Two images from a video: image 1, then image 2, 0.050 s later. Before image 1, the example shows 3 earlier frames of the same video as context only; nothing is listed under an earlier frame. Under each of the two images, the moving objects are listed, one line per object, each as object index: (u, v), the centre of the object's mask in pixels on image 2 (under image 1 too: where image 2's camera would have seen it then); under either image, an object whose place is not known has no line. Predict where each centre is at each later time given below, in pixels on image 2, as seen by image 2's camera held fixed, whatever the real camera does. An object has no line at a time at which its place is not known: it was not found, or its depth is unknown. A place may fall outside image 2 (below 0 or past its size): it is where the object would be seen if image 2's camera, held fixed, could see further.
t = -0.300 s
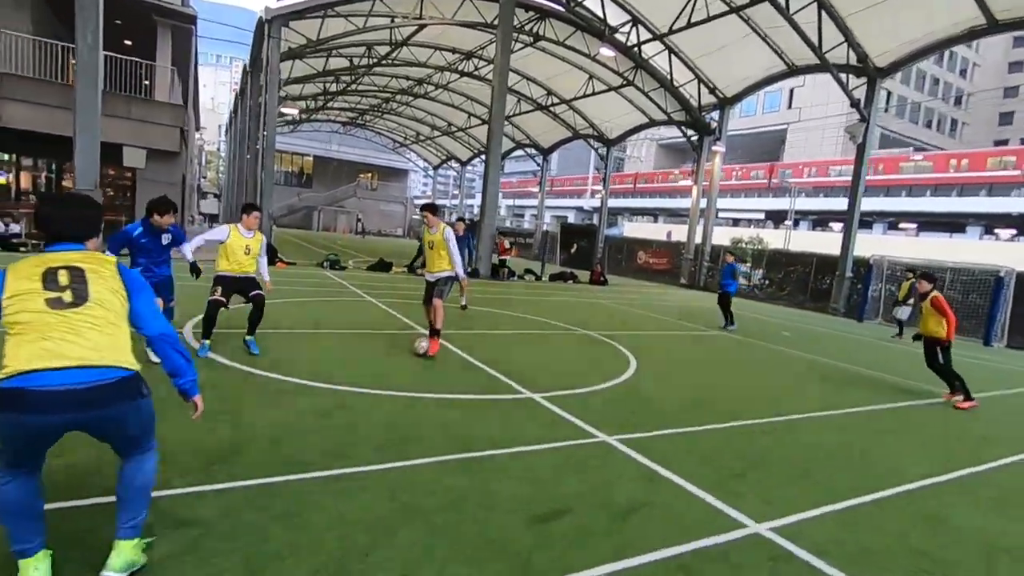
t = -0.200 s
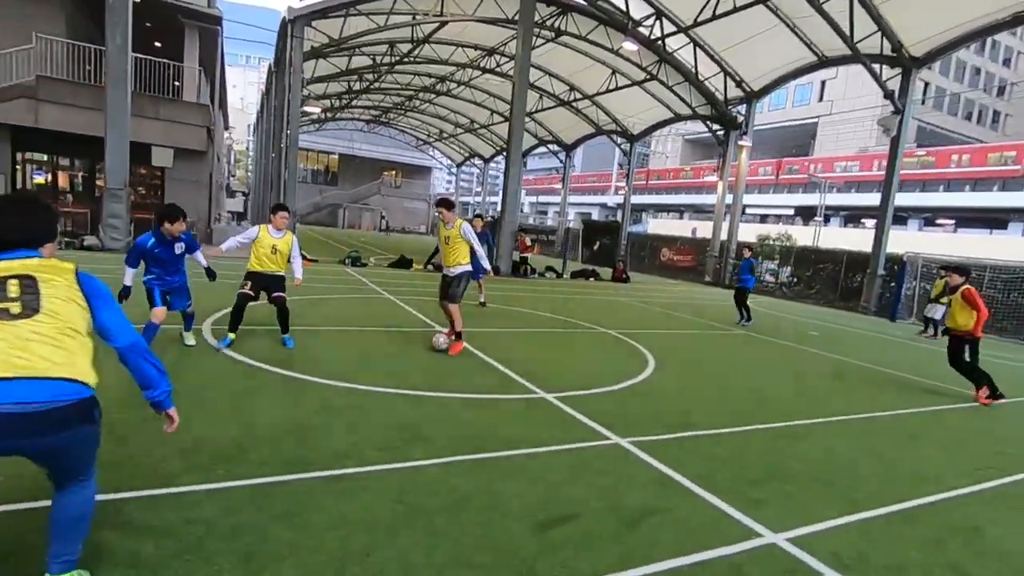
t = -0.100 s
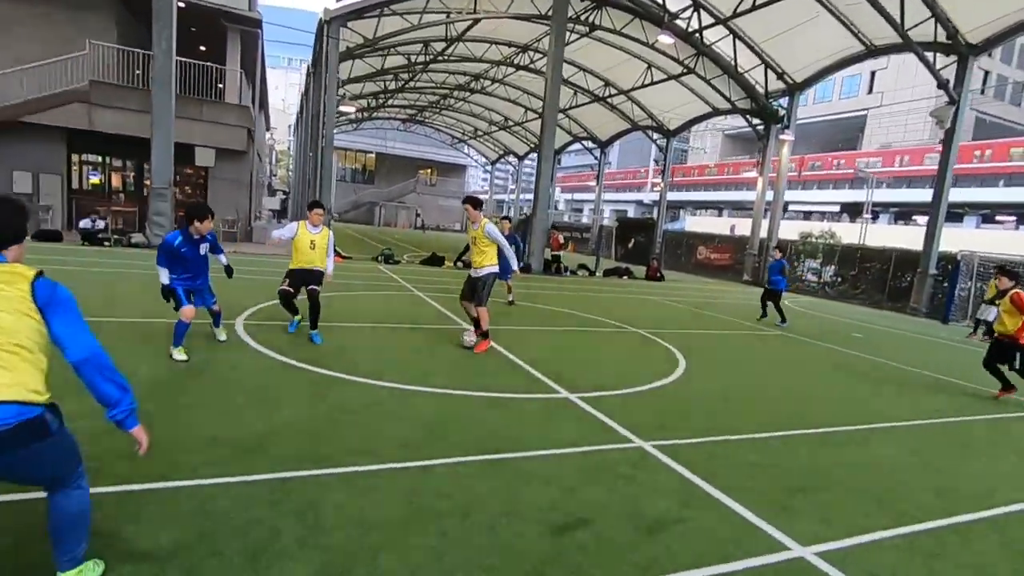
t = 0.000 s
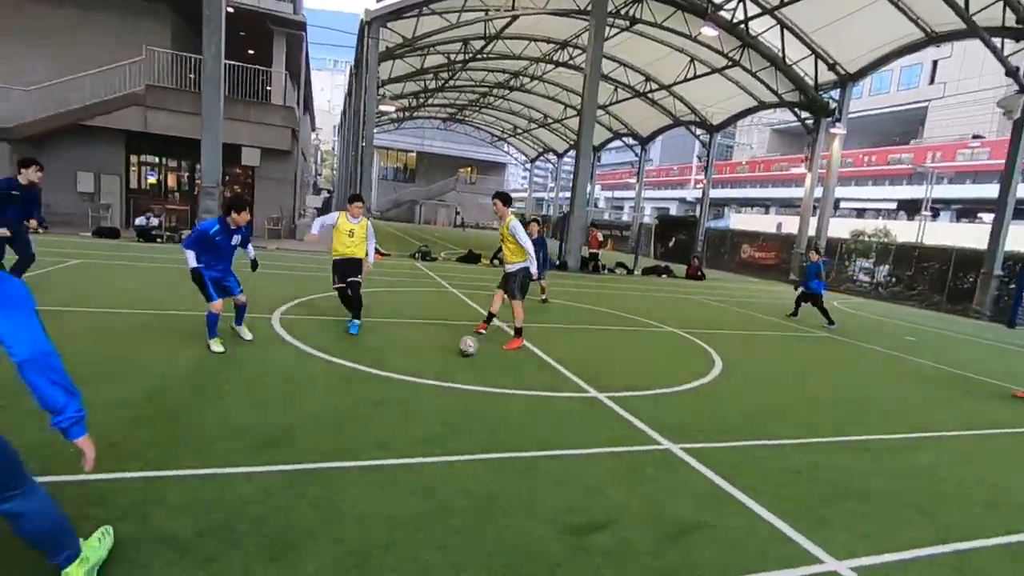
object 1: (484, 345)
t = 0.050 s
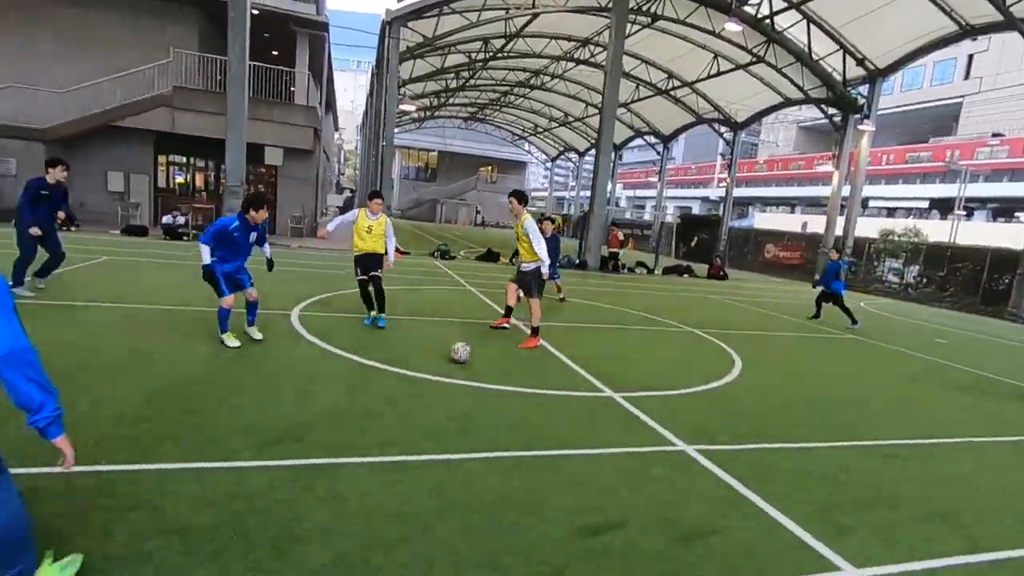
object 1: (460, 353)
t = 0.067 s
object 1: (451, 356)
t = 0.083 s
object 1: (443, 358)
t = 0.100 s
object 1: (434, 361)
